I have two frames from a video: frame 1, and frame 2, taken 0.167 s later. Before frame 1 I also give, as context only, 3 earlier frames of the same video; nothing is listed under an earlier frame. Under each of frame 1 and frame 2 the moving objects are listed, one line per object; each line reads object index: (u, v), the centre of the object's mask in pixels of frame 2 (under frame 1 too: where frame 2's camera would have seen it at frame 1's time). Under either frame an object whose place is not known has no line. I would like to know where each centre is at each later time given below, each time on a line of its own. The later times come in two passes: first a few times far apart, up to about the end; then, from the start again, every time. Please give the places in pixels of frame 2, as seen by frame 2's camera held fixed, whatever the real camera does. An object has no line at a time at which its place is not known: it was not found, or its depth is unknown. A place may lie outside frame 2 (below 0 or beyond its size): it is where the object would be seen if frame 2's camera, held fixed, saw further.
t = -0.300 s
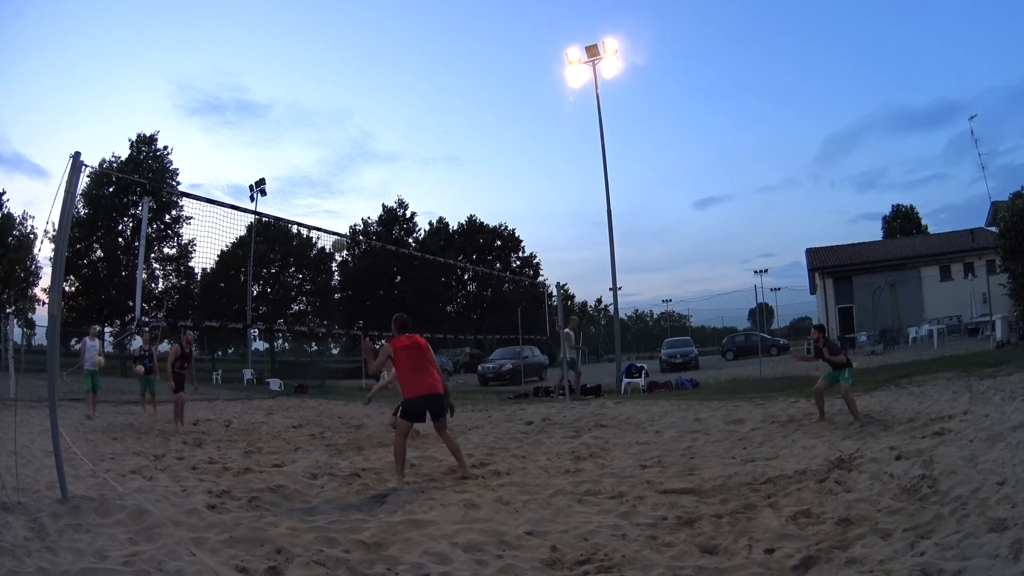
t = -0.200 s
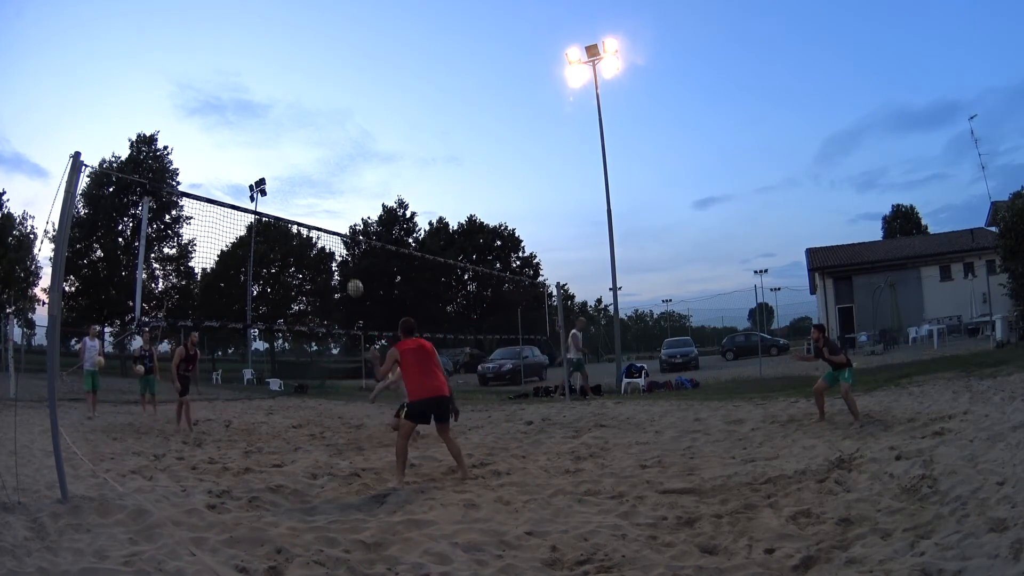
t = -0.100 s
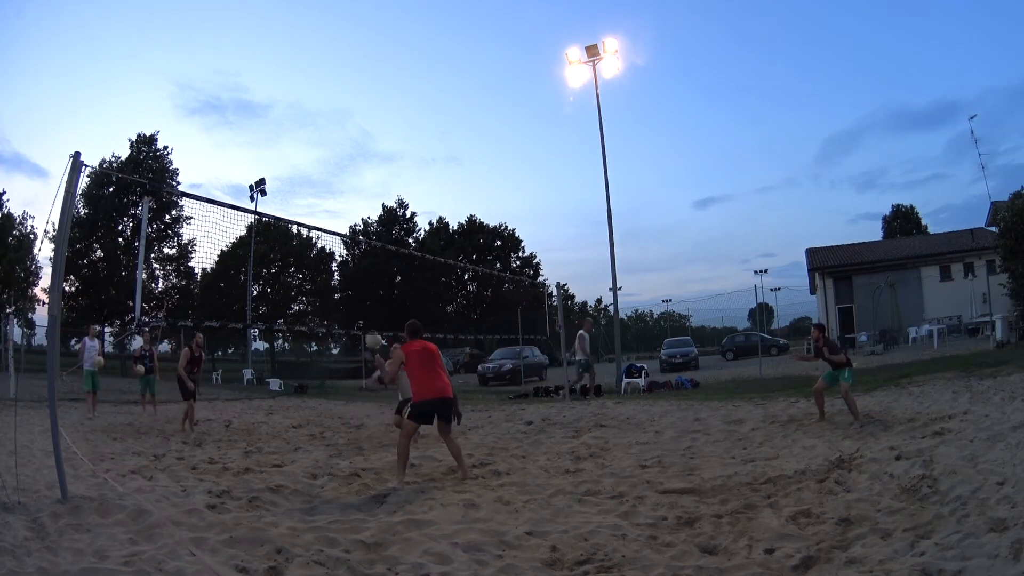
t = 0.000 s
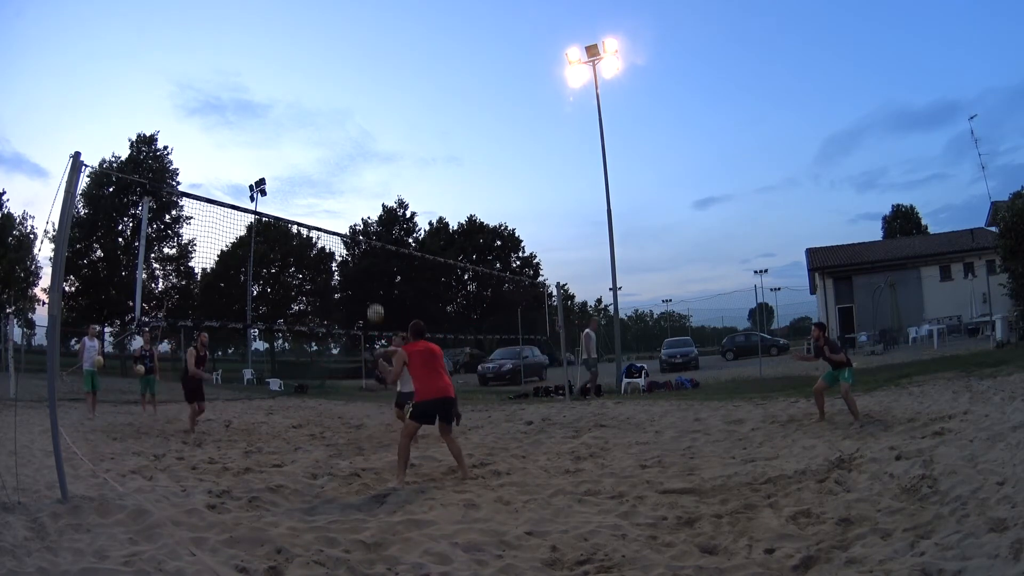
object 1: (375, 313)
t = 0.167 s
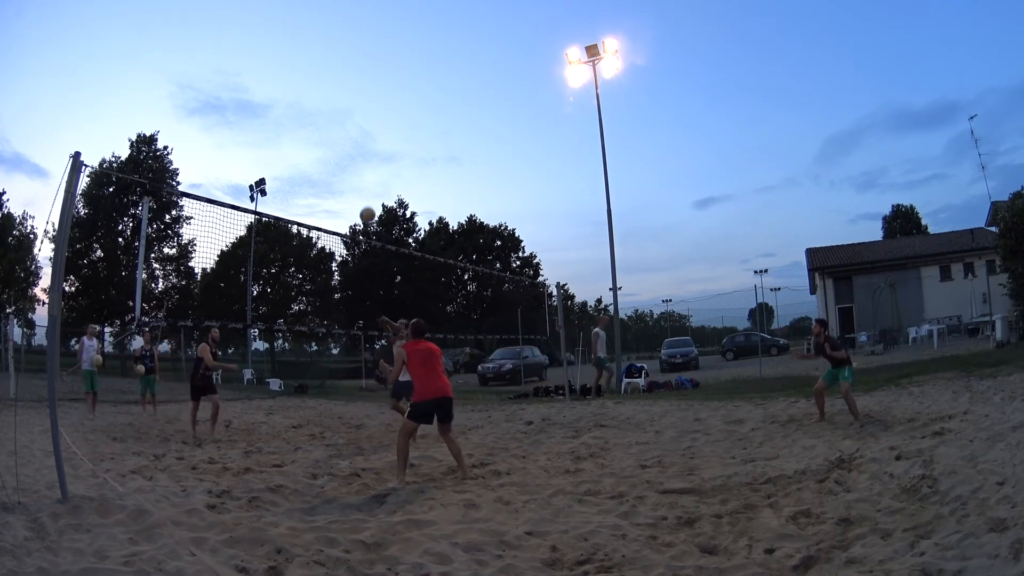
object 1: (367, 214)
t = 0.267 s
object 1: (364, 167)
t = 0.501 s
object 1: (358, 91)
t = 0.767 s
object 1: (348, 50)
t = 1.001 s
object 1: (334, 46)
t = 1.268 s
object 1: (310, 85)
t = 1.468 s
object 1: (287, 156)
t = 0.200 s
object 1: (366, 198)
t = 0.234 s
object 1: (365, 182)
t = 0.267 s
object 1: (364, 167)
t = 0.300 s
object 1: (363, 153)
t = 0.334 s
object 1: (362, 141)
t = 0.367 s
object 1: (361, 129)
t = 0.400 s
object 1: (360, 118)
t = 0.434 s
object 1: (359, 108)
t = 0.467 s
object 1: (359, 99)
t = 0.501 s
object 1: (358, 91)
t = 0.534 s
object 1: (357, 83)
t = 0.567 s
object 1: (356, 76)
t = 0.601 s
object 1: (355, 70)
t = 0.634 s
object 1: (353, 65)
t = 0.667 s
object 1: (352, 60)
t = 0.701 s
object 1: (351, 56)
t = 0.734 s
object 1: (349, 52)
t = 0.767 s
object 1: (348, 50)
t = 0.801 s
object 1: (346, 47)
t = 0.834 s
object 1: (345, 45)
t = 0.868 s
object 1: (343, 45)
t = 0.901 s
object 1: (341, 44)
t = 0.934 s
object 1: (339, 44)
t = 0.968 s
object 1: (336, 45)
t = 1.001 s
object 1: (334, 46)
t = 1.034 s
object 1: (332, 49)
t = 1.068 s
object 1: (329, 51)
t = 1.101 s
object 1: (326, 55)
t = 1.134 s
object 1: (324, 59)
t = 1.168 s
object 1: (320, 65)
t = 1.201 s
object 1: (317, 70)
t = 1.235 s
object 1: (314, 77)
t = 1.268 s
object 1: (310, 85)
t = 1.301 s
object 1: (307, 94)
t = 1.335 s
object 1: (303, 104)
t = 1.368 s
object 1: (299, 115)
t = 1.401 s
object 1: (295, 127)
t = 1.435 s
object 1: (291, 141)
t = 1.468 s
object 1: (287, 156)
